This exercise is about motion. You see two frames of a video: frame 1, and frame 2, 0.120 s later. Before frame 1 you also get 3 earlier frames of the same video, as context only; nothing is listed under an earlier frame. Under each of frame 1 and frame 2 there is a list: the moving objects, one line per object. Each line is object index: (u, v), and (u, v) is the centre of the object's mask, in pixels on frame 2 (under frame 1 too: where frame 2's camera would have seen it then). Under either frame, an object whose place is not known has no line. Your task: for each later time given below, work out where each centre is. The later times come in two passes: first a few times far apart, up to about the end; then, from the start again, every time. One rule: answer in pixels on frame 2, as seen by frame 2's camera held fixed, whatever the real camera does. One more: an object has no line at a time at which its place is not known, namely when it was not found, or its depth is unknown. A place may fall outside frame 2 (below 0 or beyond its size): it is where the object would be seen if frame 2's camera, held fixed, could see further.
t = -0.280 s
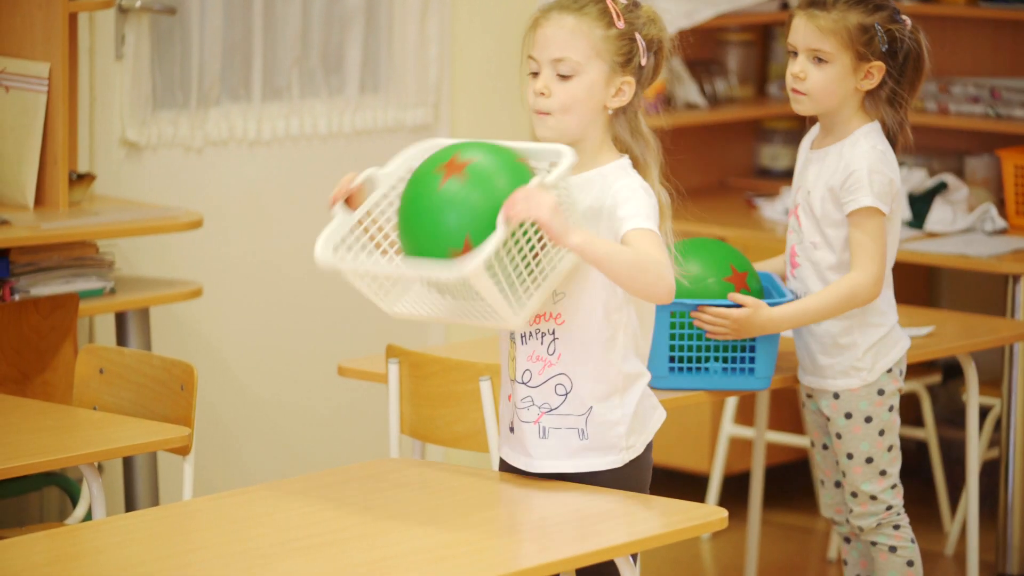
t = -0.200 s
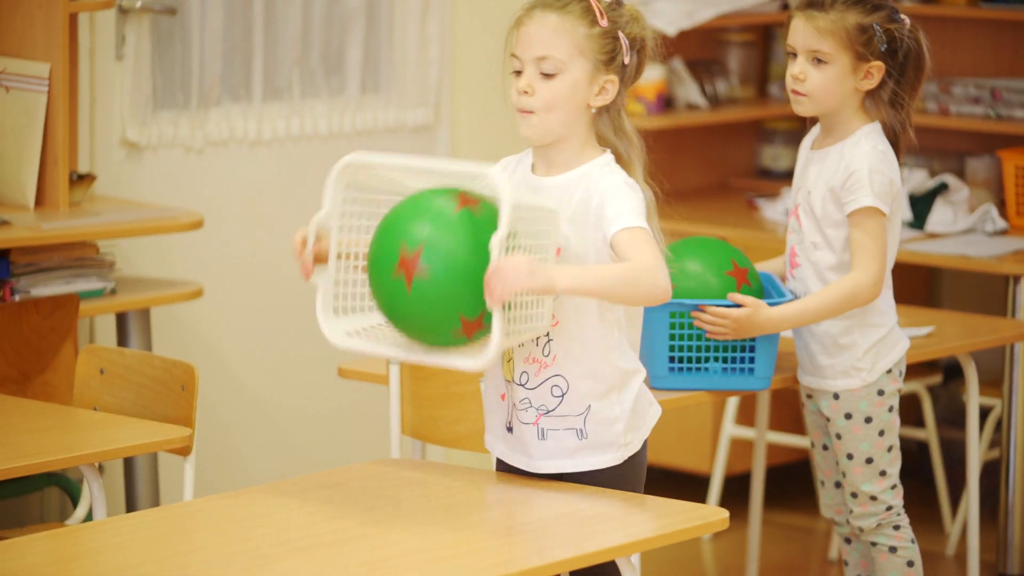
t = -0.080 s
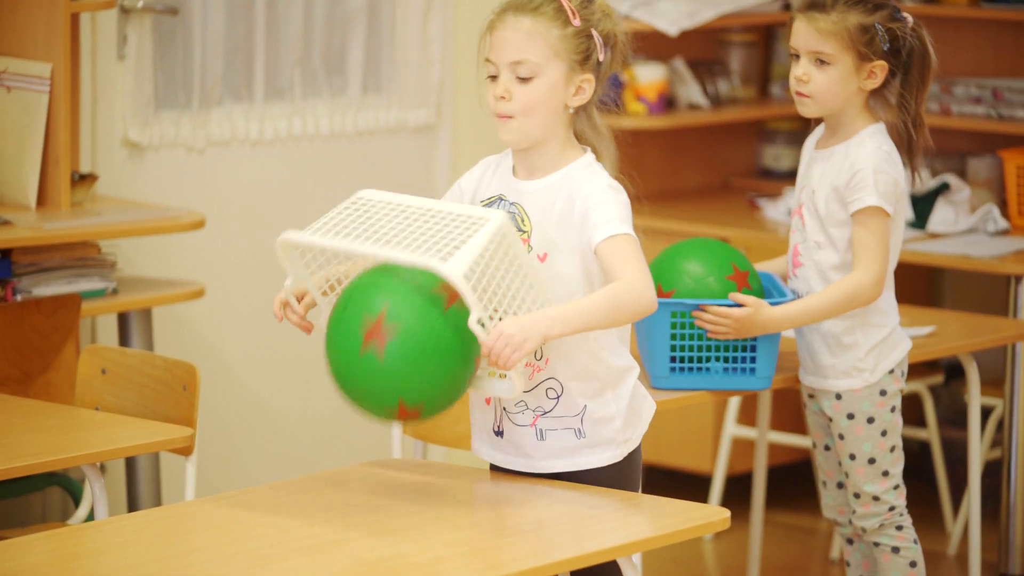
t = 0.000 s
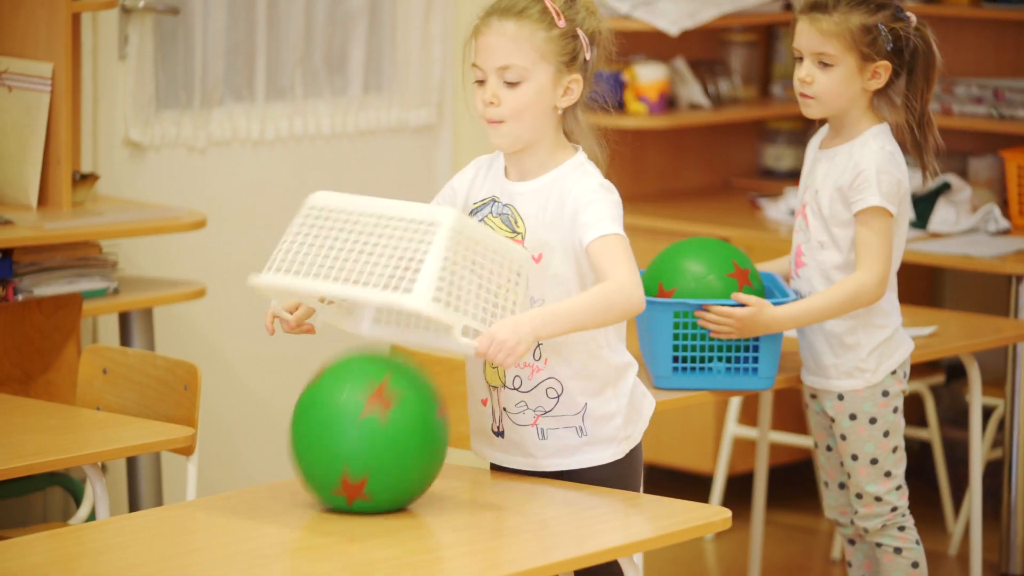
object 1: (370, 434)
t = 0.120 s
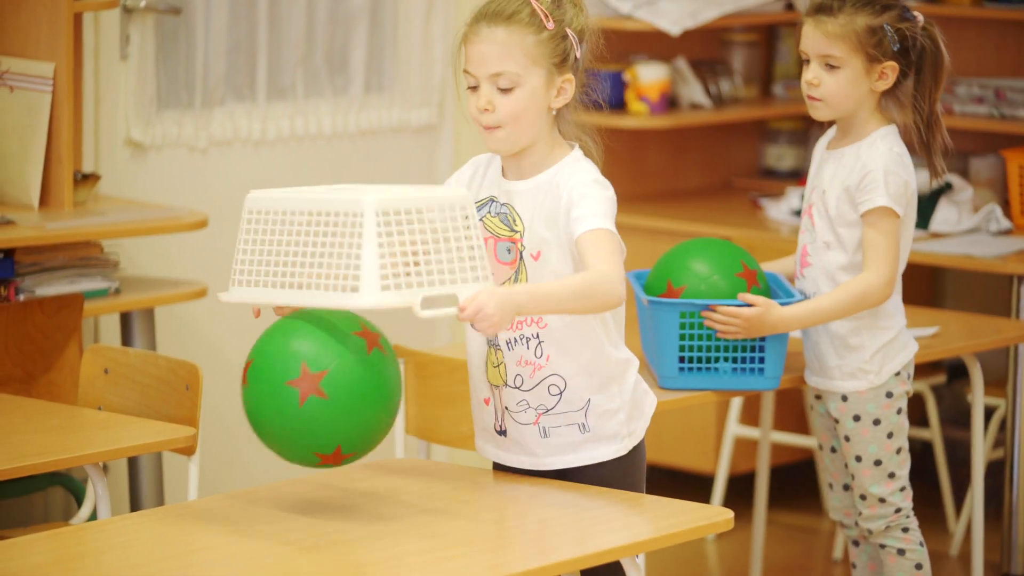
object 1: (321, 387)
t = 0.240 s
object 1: (291, 443)
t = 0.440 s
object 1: (238, 442)
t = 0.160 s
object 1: (311, 396)
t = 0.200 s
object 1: (301, 418)
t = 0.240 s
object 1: (291, 443)
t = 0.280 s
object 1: (281, 421)
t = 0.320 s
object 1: (271, 407)
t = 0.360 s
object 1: (260, 406)
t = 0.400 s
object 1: (249, 417)
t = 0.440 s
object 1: (238, 442)
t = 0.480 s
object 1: (228, 437)
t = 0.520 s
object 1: (218, 424)
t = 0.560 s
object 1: (208, 422)
